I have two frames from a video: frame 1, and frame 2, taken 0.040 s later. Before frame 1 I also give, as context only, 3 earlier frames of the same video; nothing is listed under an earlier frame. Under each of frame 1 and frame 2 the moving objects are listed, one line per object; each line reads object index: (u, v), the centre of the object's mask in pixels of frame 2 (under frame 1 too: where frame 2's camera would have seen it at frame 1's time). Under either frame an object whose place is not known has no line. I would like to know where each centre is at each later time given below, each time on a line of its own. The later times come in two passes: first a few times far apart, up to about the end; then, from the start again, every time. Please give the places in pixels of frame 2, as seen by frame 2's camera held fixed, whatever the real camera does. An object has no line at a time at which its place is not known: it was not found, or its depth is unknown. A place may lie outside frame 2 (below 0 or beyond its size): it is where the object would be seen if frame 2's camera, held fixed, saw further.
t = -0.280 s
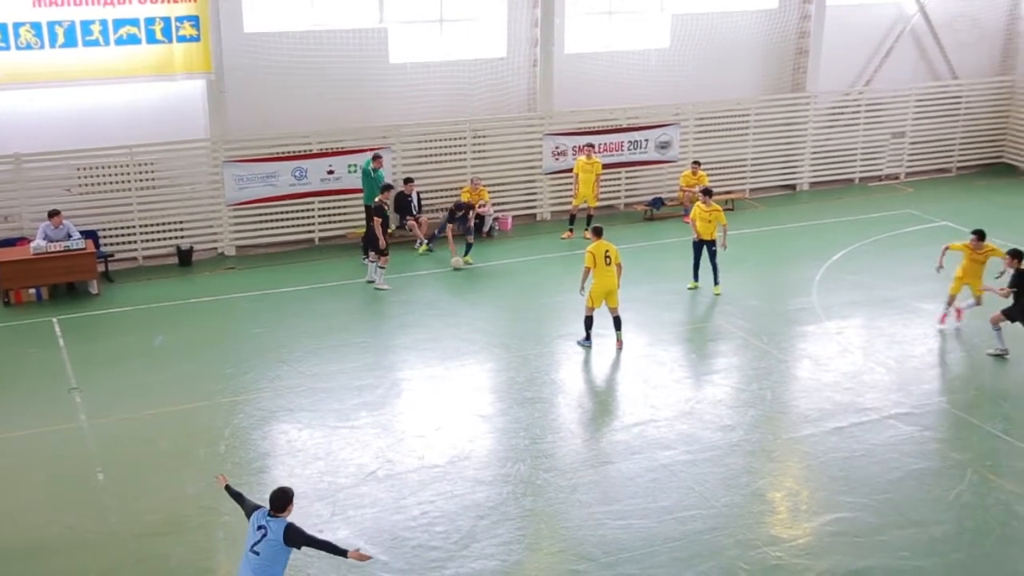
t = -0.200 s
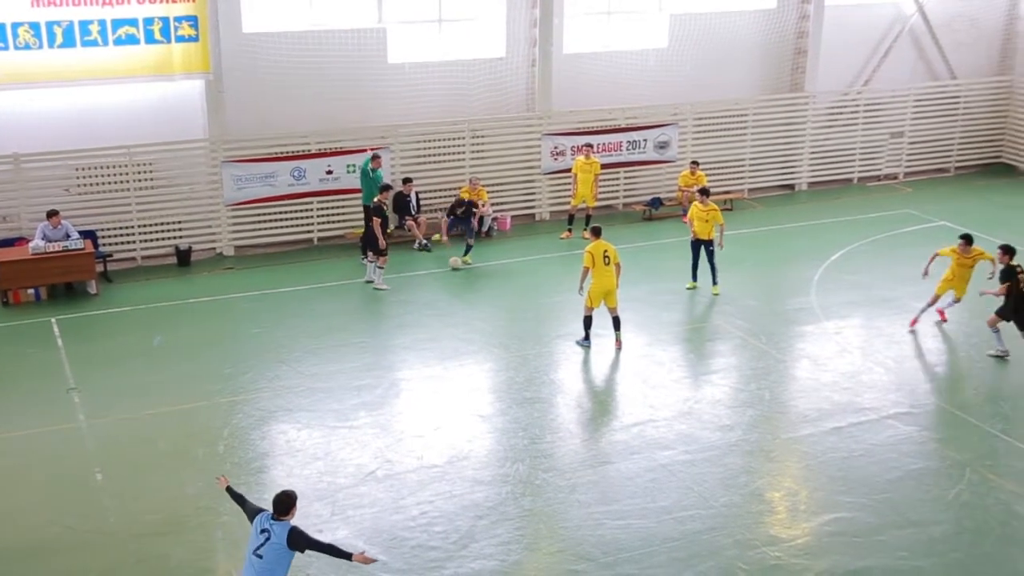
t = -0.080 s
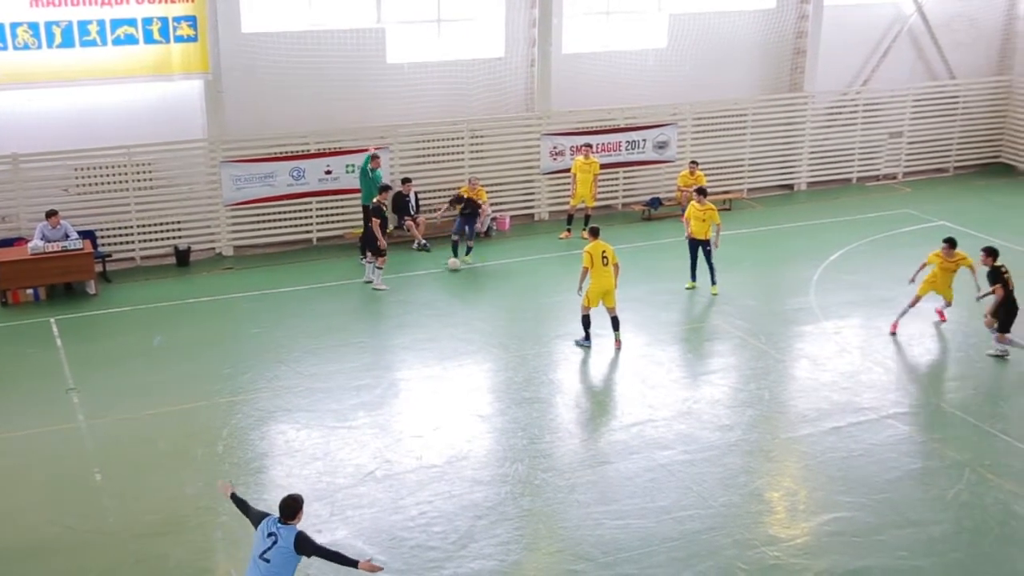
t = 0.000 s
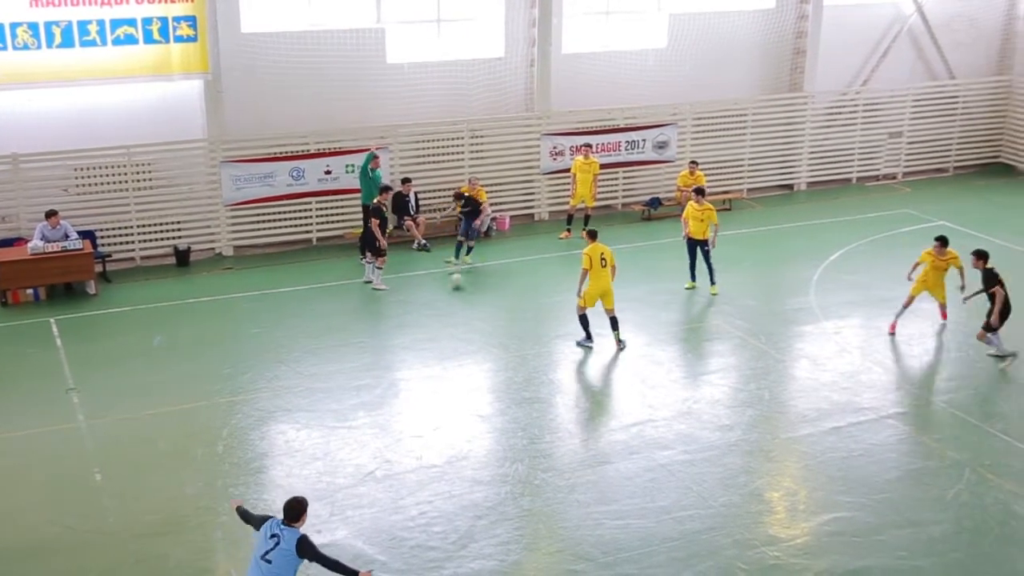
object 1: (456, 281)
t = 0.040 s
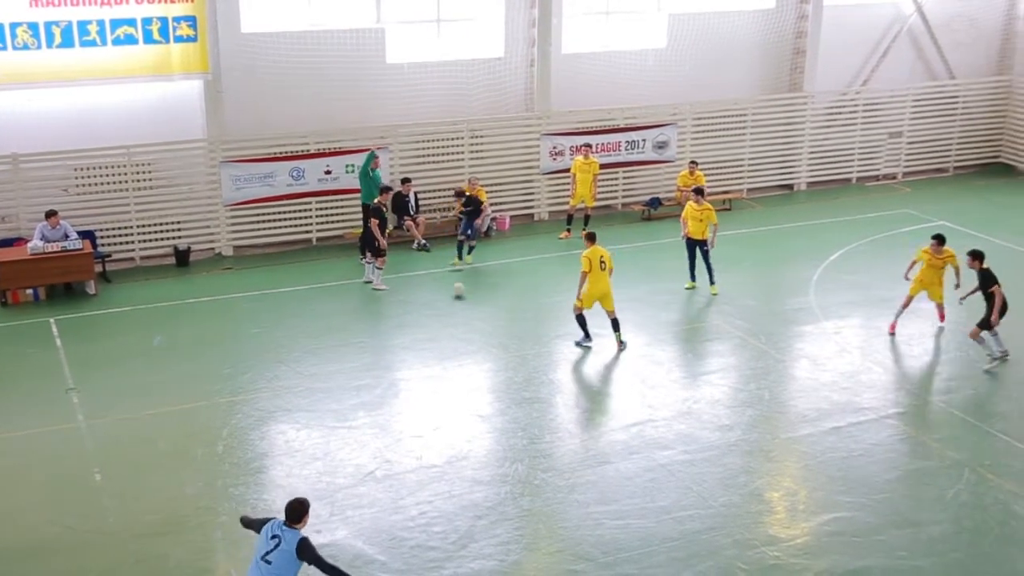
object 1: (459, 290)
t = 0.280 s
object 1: (470, 344)
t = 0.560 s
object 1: (487, 408)
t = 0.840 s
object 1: (506, 475)
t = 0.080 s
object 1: (460, 299)
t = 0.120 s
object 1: (462, 309)
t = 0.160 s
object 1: (464, 317)
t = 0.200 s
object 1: (466, 327)
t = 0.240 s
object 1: (468, 336)
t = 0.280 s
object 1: (470, 344)
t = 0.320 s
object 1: (472, 354)
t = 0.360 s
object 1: (475, 363)
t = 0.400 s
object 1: (477, 371)
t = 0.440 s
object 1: (479, 381)
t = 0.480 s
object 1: (482, 390)
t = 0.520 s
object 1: (484, 399)
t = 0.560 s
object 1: (487, 408)
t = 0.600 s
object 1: (489, 418)
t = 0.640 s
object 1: (492, 428)
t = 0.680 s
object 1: (495, 437)
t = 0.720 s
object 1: (497, 446)
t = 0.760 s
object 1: (500, 456)
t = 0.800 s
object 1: (503, 466)
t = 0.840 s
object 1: (506, 475)
